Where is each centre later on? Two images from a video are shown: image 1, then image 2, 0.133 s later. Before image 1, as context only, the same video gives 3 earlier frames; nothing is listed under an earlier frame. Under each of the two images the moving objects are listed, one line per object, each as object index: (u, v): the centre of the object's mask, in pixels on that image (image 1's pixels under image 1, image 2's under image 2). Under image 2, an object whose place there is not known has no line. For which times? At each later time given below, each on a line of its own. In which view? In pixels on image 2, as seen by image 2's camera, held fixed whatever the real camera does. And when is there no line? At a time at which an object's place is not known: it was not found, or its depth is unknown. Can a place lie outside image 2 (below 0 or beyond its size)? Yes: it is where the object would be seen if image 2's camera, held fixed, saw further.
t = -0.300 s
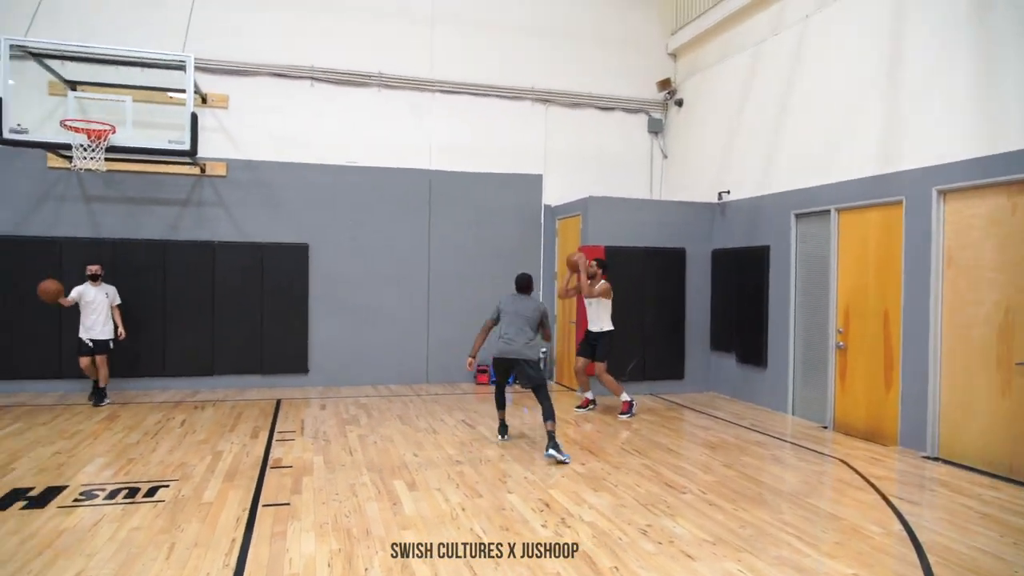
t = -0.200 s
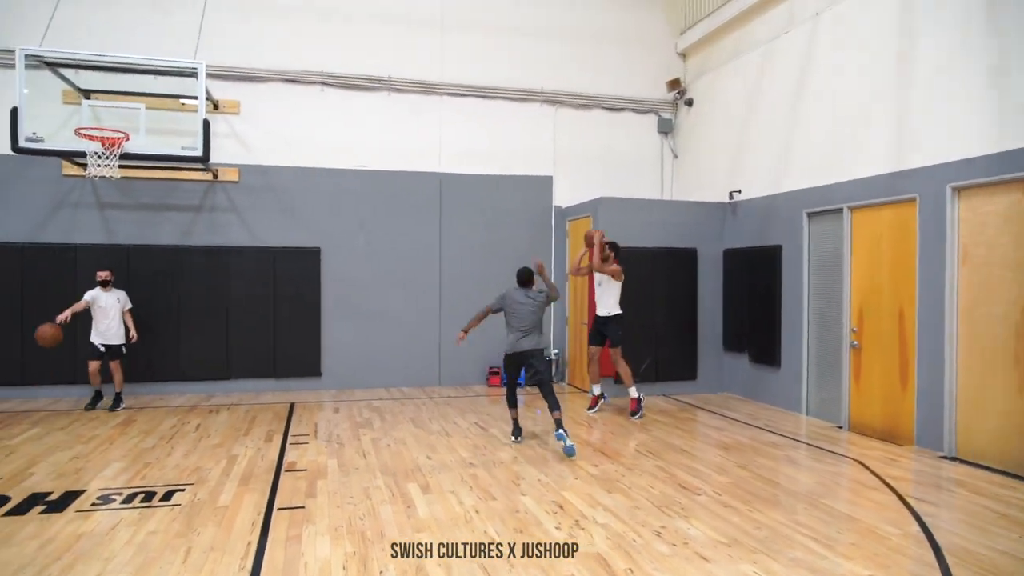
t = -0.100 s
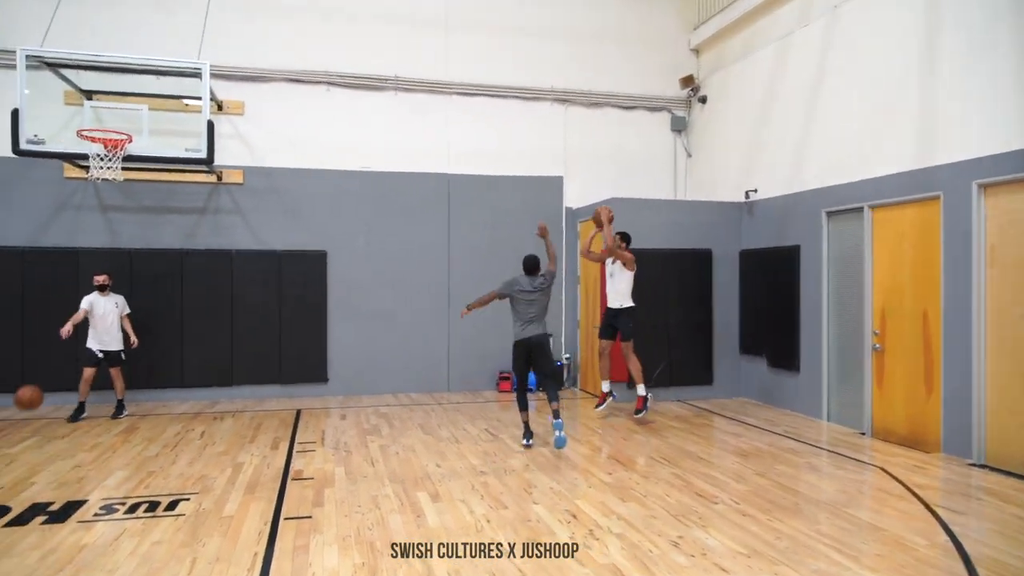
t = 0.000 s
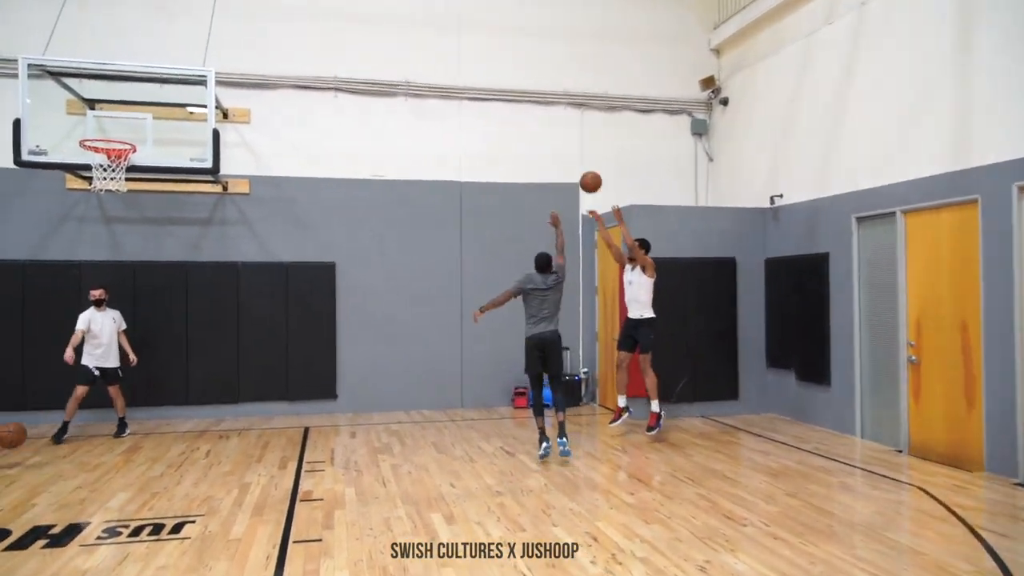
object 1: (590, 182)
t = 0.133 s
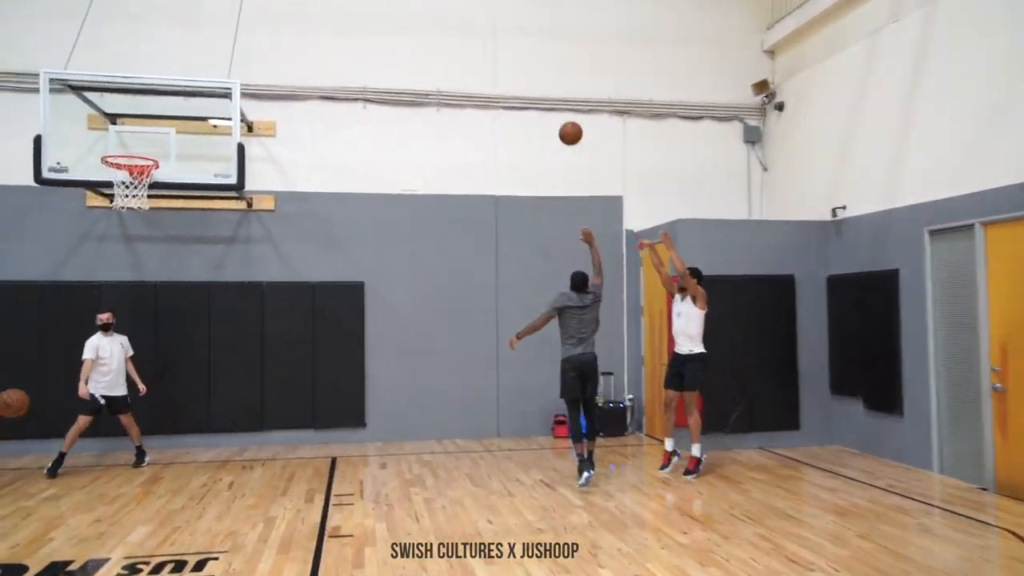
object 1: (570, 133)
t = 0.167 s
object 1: (554, 120)
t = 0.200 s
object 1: (537, 109)
